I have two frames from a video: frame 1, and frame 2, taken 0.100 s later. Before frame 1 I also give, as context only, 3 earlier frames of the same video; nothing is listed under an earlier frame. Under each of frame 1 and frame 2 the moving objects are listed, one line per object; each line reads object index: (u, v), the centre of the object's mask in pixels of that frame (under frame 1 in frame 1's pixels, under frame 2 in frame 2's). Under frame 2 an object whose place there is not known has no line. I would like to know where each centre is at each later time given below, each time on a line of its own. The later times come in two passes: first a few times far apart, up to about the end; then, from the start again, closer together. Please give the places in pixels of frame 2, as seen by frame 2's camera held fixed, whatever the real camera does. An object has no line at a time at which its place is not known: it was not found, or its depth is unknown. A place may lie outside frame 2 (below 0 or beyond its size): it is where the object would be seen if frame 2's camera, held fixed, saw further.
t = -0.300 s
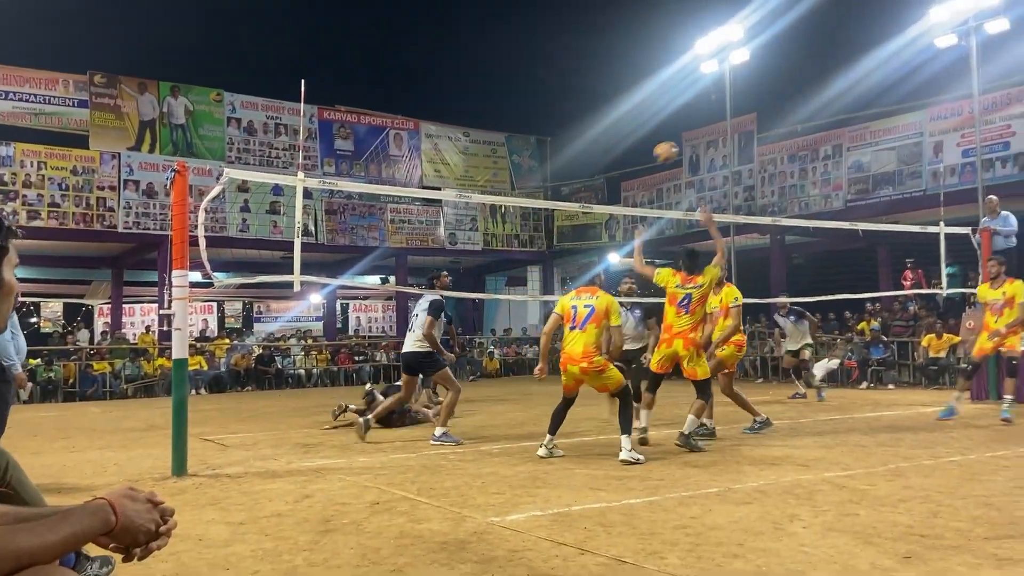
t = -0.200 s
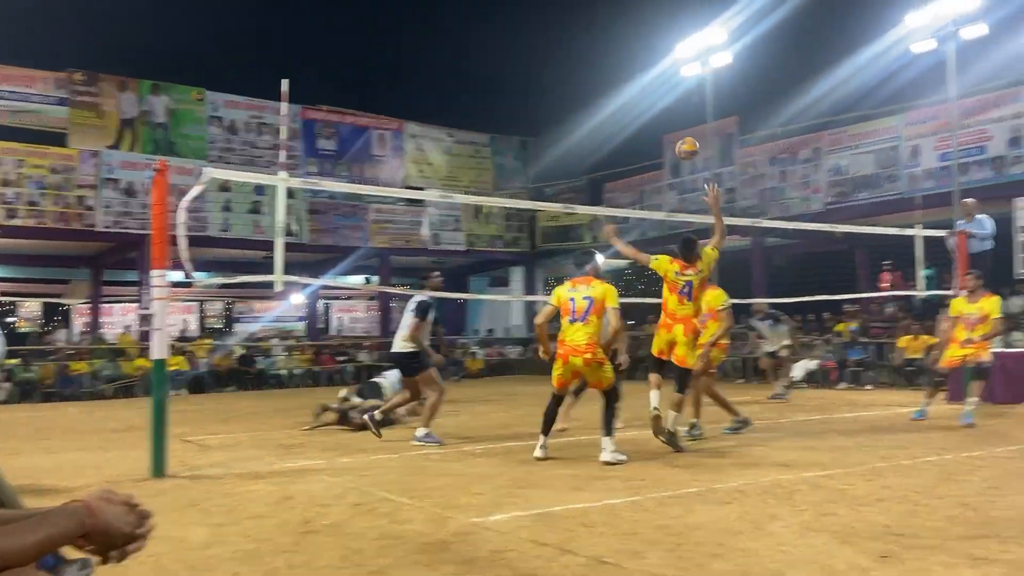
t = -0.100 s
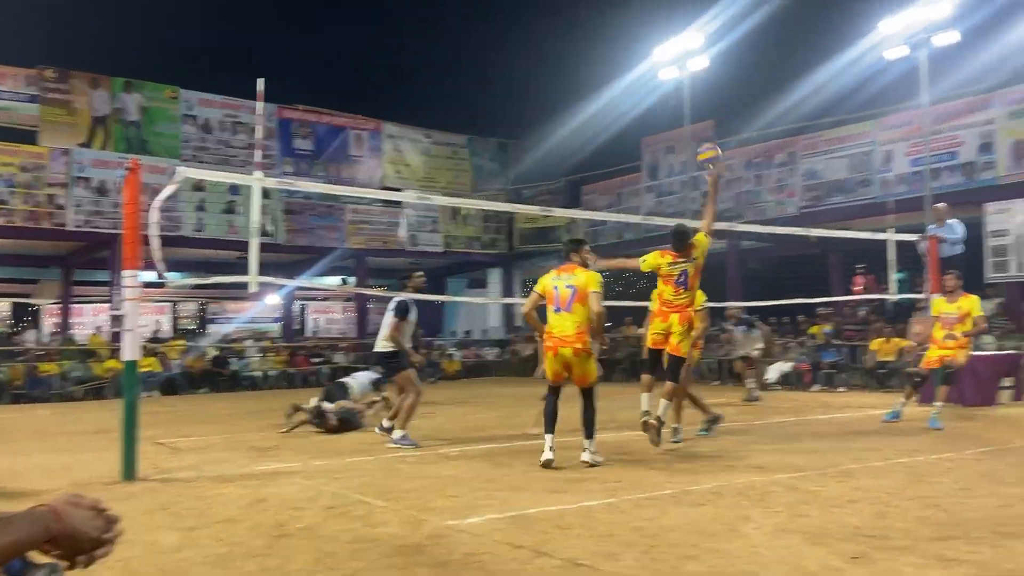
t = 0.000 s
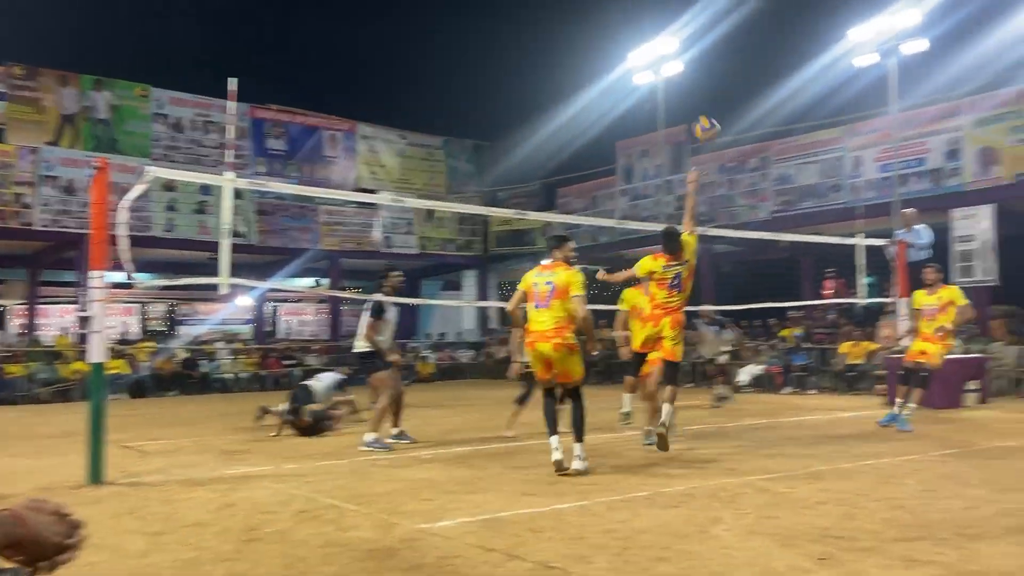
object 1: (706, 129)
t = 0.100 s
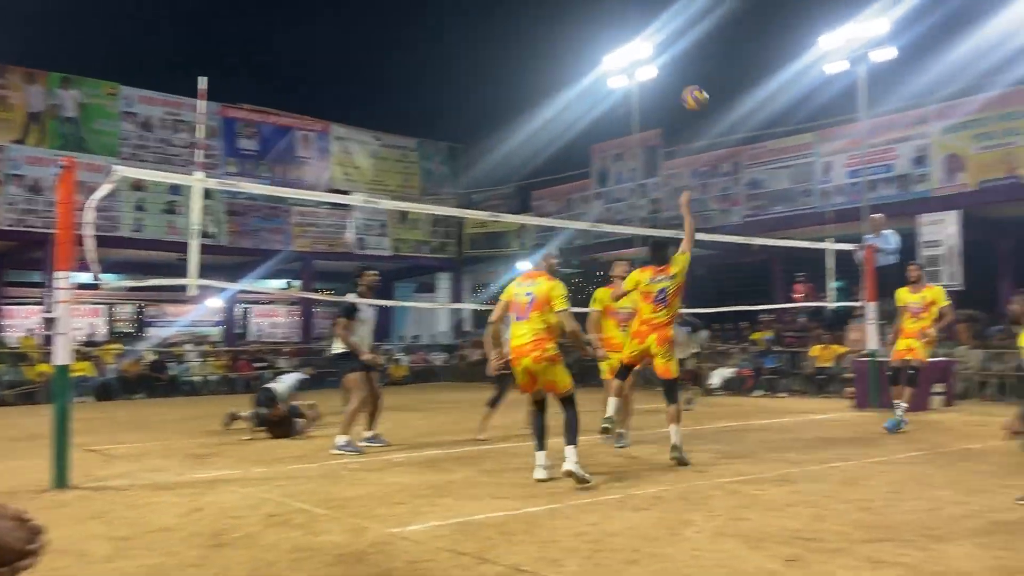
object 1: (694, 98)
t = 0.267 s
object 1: (719, 65)
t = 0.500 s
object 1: (751, 67)
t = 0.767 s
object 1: (789, 135)
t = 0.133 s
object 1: (700, 90)
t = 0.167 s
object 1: (704, 81)
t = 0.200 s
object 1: (709, 75)
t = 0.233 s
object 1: (714, 69)
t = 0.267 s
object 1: (719, 65)
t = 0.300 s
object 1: (724, 62)
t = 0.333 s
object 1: (729, 60)
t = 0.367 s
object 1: (733, 60)
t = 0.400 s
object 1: (738, 61)
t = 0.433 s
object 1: (742, 62)
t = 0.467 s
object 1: (747, 64)
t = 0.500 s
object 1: (751, 67)
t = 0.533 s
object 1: (756, 73)
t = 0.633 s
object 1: (770, 94)
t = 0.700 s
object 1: (779, 112)
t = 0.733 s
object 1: (784, 123)
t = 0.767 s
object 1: (789, 135)
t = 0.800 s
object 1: (793, 149)
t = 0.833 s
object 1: (798, 164)
